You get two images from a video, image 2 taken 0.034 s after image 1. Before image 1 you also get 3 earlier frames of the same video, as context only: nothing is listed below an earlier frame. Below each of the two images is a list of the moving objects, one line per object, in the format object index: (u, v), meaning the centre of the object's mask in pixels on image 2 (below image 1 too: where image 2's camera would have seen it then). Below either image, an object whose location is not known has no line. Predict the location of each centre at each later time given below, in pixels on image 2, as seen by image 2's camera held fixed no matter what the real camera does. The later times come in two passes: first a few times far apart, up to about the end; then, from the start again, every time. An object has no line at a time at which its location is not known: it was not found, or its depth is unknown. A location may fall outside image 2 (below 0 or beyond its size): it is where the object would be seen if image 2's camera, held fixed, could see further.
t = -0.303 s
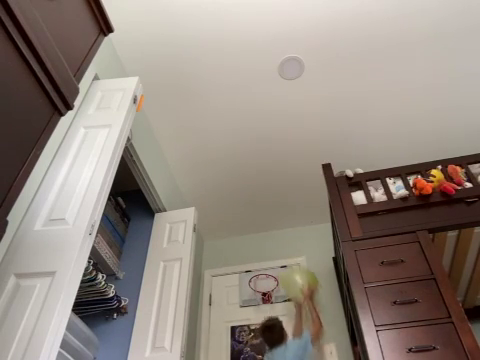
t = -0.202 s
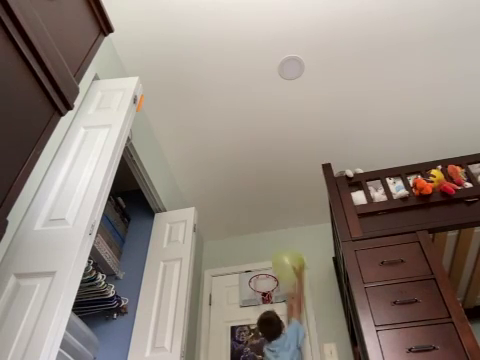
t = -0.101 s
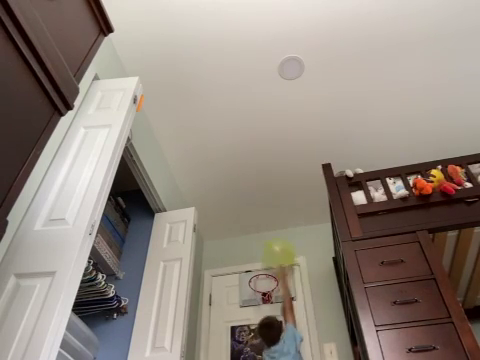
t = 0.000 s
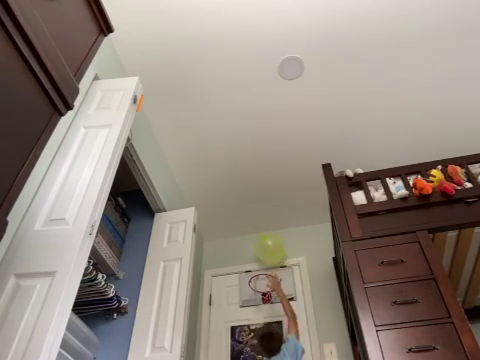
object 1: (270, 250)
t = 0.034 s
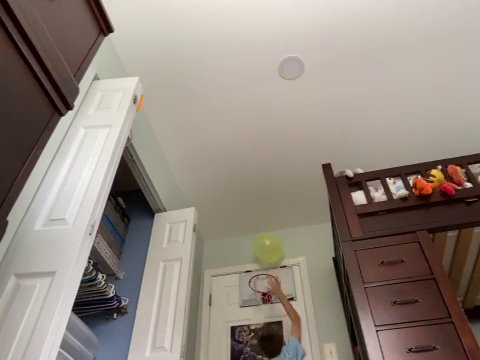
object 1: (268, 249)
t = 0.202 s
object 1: (259, 249)
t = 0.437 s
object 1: (253, 252)
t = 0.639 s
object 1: (248, 267)
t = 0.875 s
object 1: (243, 264)
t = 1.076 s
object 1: (237, 267)
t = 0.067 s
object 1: (266, 249)
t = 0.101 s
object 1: (264, 249)
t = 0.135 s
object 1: (262, 249)
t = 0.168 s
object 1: (261, 250)
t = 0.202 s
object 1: (259, 249)
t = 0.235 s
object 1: (259, 249)
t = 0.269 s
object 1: (257, 249)
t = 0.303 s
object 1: (257, 250)
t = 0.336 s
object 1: (256, 250)
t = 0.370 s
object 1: (255, 251)
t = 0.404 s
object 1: (254, 252)
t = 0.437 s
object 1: (253, 252)
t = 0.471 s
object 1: (253, 255)
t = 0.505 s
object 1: (252, 256)
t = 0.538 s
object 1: (250, 261)
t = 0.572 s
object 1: (250, 263)
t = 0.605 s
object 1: (249, 264)
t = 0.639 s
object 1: (248, 267)
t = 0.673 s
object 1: (248, 268)
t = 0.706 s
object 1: (247, 268)
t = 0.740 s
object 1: (247, 267)
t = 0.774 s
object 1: (247, 267)
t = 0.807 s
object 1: (246, 266)
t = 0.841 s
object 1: (245, 265)
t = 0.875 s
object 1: (243, 264)
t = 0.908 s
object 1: (242, 264)
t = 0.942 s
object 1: (241, 264)
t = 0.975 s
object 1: (240, 265)
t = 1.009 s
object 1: (239, 265)
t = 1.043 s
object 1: (238, 266)
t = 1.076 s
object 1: (237, 267)
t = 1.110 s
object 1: (236, 268)
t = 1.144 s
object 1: (236, 272)
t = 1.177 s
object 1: (235, 274)
